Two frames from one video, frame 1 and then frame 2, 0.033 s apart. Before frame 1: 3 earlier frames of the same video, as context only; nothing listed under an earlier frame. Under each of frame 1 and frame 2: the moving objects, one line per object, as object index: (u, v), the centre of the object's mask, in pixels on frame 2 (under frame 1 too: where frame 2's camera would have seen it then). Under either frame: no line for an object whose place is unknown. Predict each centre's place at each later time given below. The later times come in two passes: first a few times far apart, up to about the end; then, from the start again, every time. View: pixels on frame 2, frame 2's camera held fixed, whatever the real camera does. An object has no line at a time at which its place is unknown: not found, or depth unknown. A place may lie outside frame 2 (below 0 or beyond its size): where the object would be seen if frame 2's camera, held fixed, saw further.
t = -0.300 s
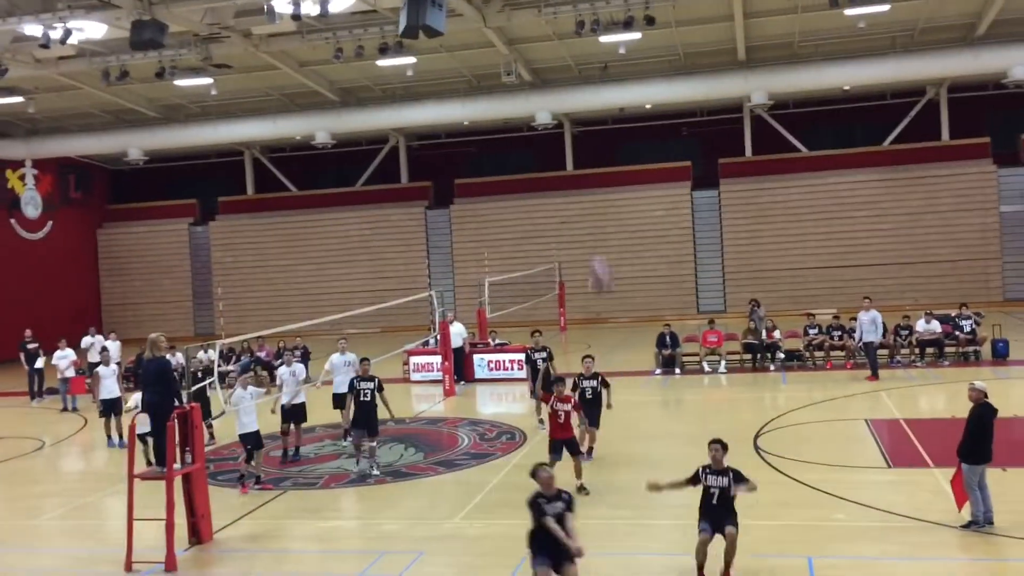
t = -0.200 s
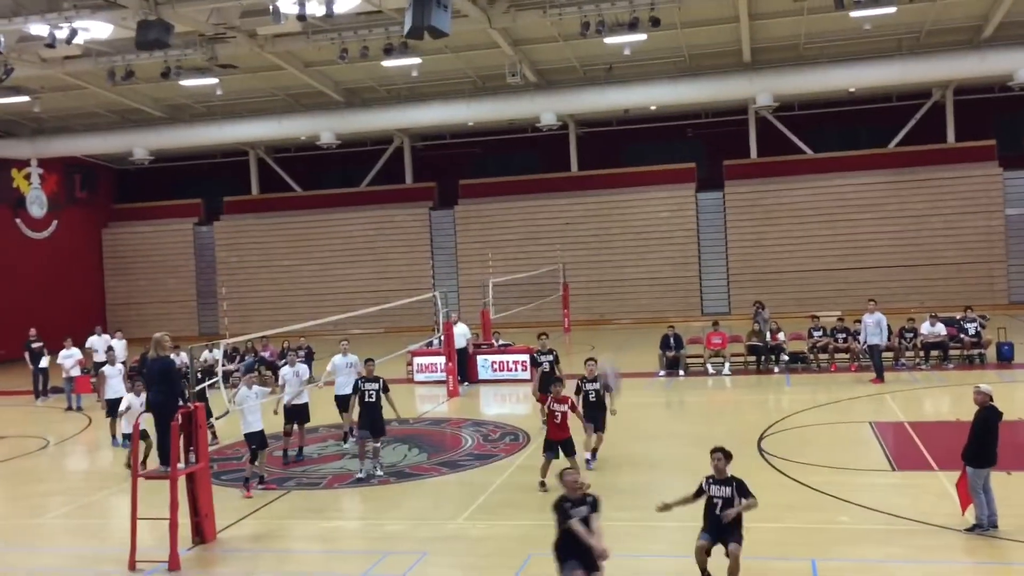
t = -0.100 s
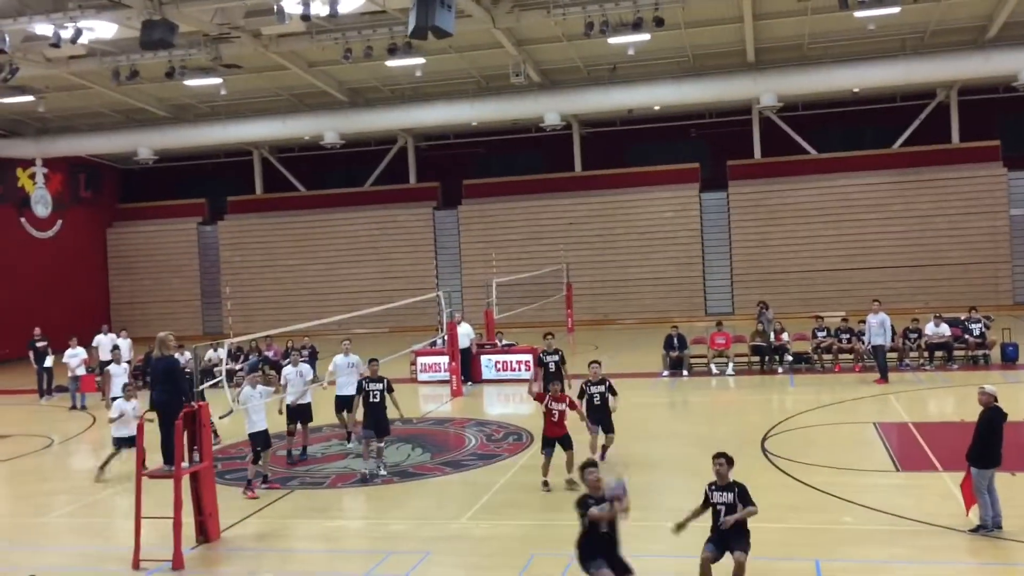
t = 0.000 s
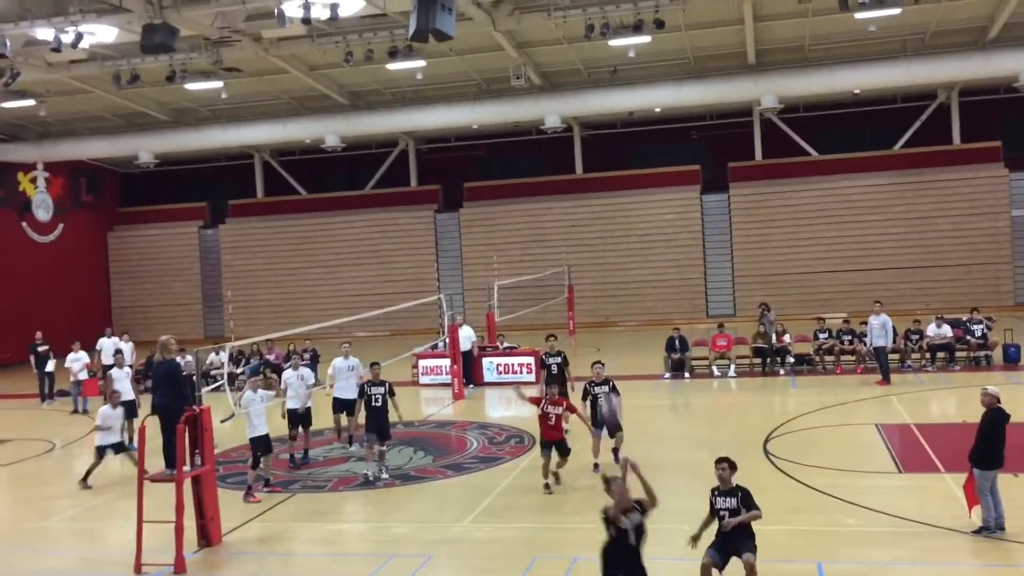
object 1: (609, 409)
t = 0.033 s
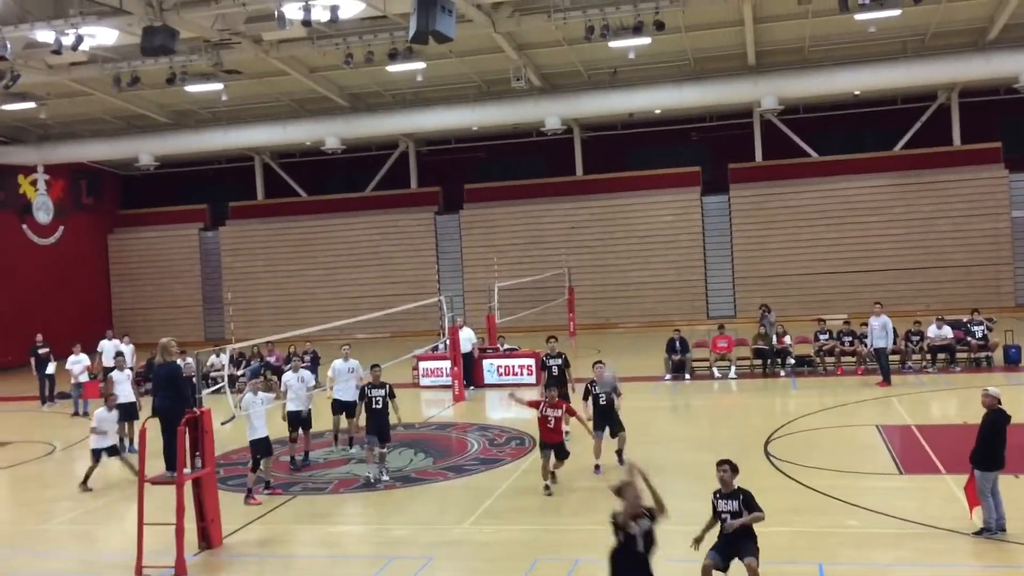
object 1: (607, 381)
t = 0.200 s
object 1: (593, 270)
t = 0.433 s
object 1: (578, 186)
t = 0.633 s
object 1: (568, 166)
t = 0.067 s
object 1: (604, 353)
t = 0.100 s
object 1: (601, 329)
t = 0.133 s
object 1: (598, 308)
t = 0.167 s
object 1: (597, 289)
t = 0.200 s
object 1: (593, 270)
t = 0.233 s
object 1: (589, 253)
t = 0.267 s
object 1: (588, 239)
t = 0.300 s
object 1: (586, 226)
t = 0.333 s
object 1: (584, 214)
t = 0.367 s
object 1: (582, 203)
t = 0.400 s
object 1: (580, 193)
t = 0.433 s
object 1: (578, 186)
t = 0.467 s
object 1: (576, 181)
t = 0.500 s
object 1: (574, 175)
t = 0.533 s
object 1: (573, 171)
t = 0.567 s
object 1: (572, 168)
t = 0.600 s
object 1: (570, 167)
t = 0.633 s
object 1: (568, 166)
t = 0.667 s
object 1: (567, 167)
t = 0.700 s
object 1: (566, 168)
